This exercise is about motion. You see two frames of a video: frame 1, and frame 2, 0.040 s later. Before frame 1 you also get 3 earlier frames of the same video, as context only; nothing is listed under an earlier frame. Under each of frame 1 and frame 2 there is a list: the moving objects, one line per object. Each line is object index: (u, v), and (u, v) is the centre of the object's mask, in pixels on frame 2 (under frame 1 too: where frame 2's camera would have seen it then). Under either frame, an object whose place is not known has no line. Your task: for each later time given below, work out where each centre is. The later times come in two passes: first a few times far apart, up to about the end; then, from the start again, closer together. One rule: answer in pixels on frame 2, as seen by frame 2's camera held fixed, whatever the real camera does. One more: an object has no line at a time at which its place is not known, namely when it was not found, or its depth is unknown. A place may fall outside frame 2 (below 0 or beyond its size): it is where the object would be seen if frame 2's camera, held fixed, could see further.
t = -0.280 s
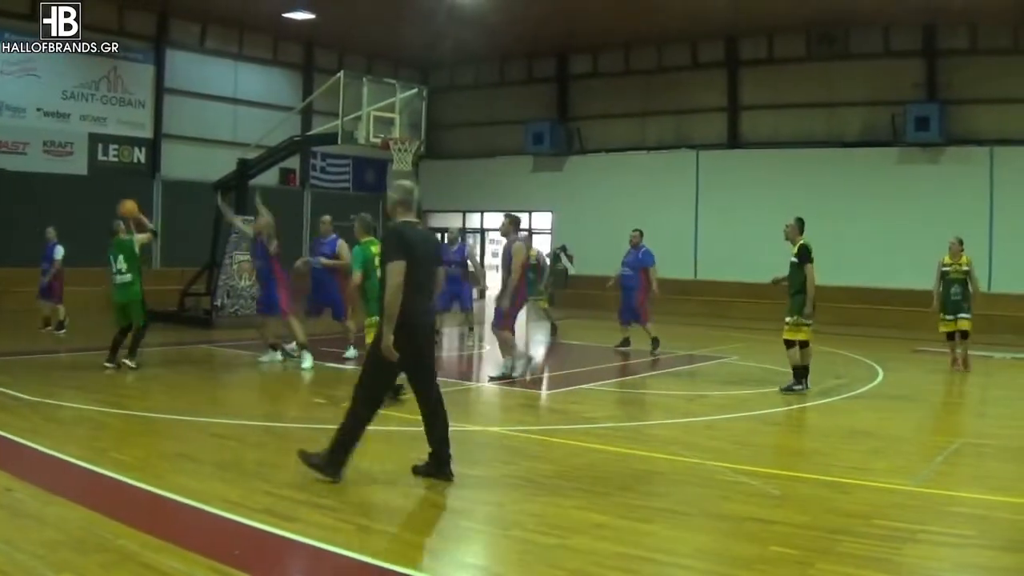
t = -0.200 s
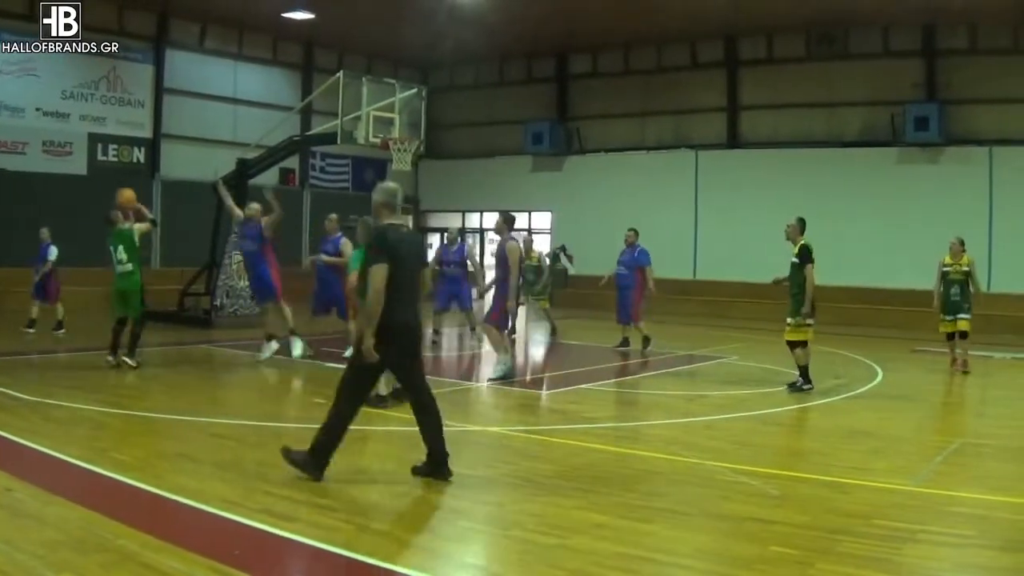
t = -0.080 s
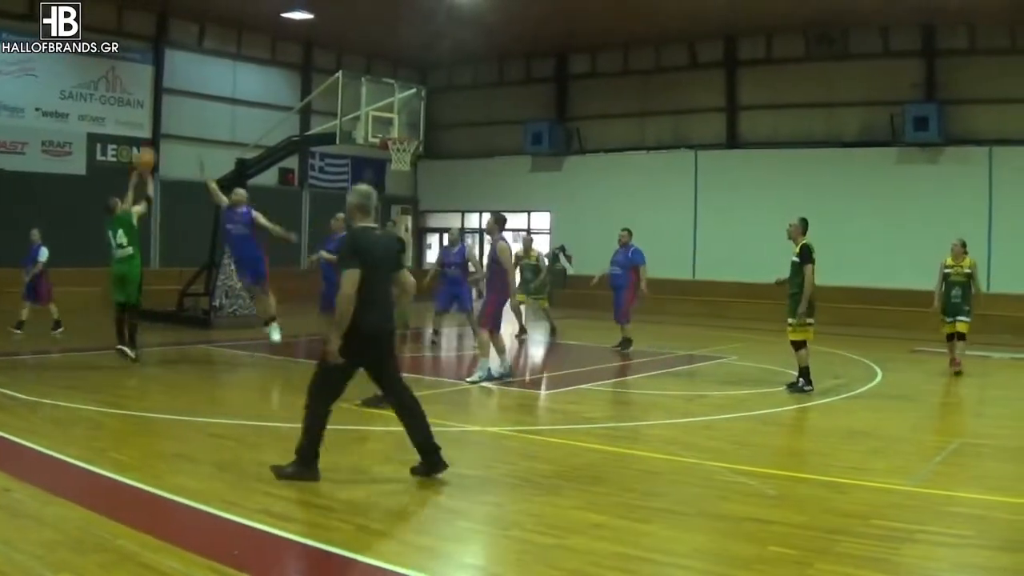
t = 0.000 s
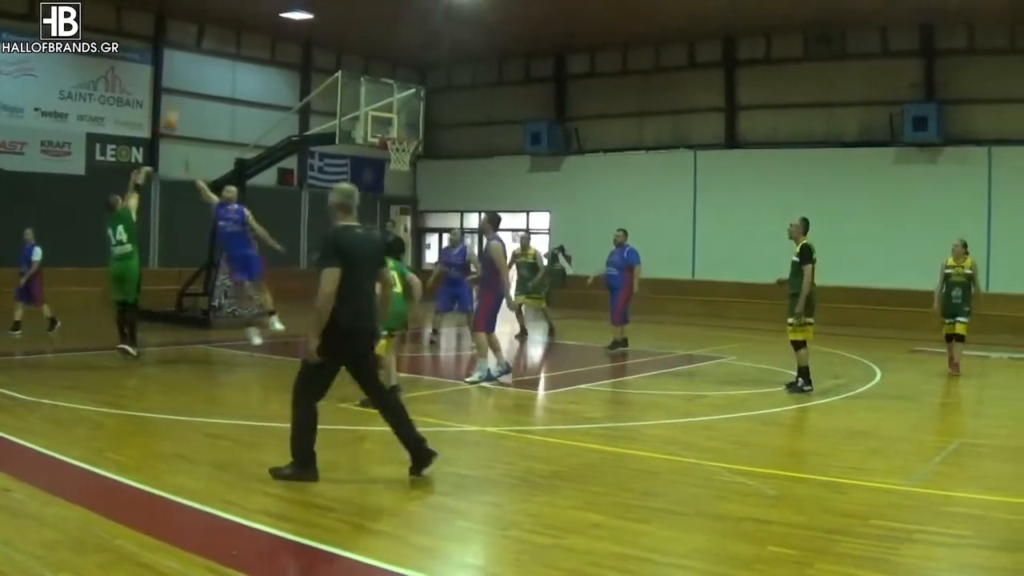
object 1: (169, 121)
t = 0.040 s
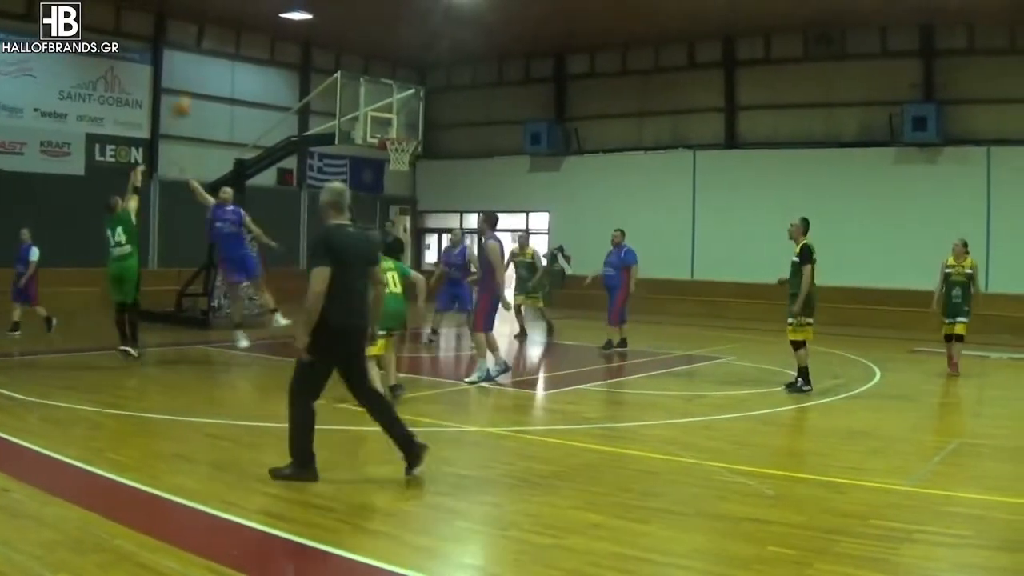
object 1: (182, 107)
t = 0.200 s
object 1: (228, 58)
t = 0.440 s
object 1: (288, 30)
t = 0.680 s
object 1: (341, 44)
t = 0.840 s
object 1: (372, 73)
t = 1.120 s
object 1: (400, 137)
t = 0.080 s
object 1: (192, 92)
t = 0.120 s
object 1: (203, 80)
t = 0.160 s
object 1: (215, 68)
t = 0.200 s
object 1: (228, 58)
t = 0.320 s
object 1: (259, 38)
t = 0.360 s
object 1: (270, 34)
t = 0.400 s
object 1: (279, 31)
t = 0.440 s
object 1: (288, 30)
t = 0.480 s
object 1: (298, 29)
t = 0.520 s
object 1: (306, 30)
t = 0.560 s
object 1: (315, 32)
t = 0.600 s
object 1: (325, 35)
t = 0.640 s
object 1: (333, 39)
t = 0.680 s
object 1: (341, 44)
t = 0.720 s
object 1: (350, 50)
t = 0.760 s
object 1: (357, 57)
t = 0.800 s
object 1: (365, 66)
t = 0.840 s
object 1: (372, 73)
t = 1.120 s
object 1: (400, 137)
